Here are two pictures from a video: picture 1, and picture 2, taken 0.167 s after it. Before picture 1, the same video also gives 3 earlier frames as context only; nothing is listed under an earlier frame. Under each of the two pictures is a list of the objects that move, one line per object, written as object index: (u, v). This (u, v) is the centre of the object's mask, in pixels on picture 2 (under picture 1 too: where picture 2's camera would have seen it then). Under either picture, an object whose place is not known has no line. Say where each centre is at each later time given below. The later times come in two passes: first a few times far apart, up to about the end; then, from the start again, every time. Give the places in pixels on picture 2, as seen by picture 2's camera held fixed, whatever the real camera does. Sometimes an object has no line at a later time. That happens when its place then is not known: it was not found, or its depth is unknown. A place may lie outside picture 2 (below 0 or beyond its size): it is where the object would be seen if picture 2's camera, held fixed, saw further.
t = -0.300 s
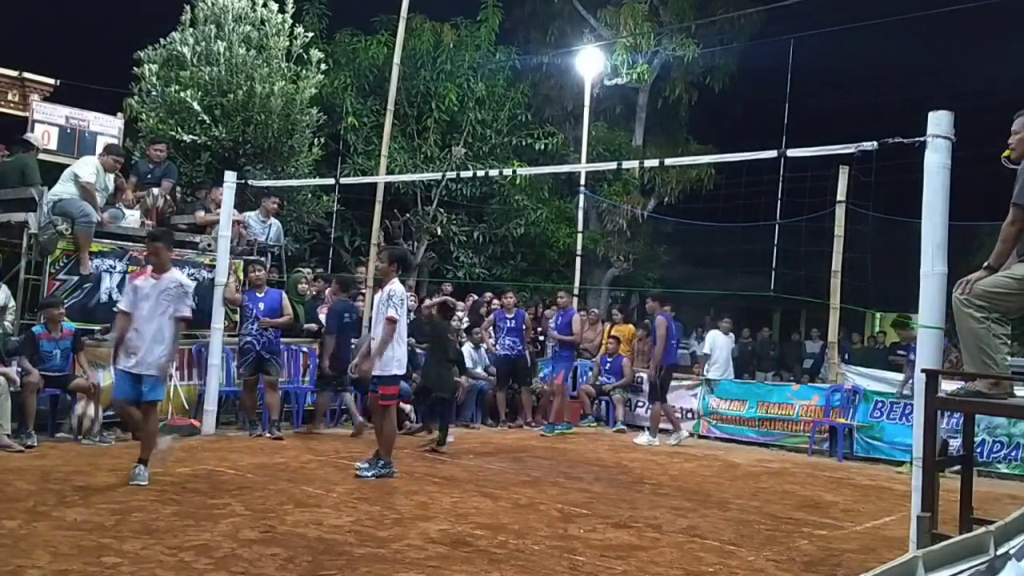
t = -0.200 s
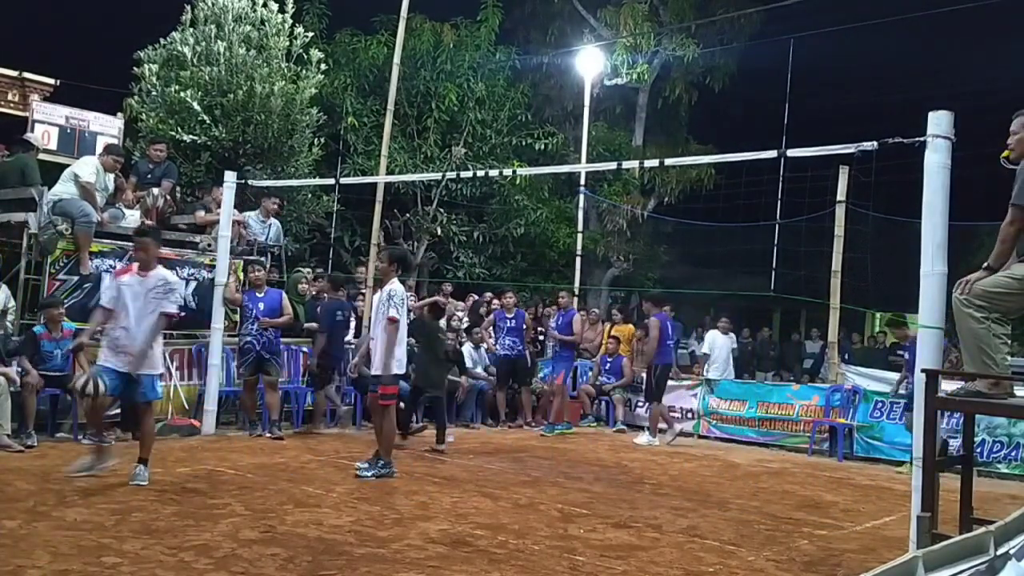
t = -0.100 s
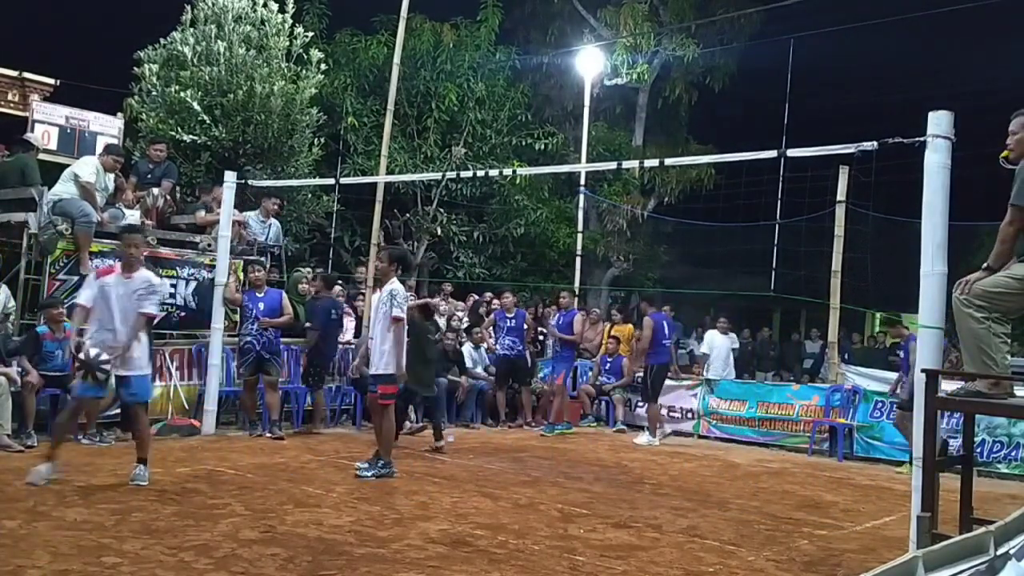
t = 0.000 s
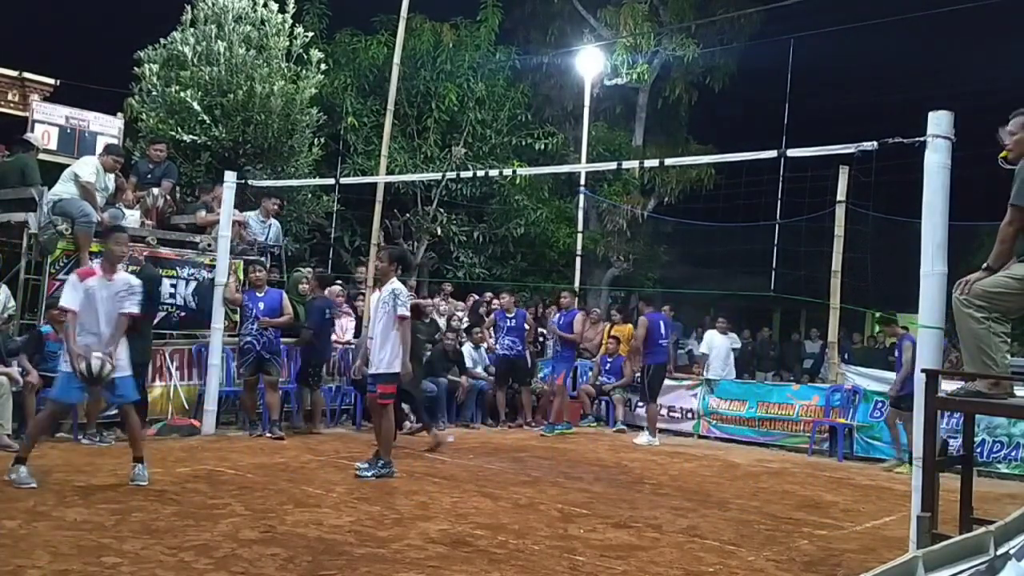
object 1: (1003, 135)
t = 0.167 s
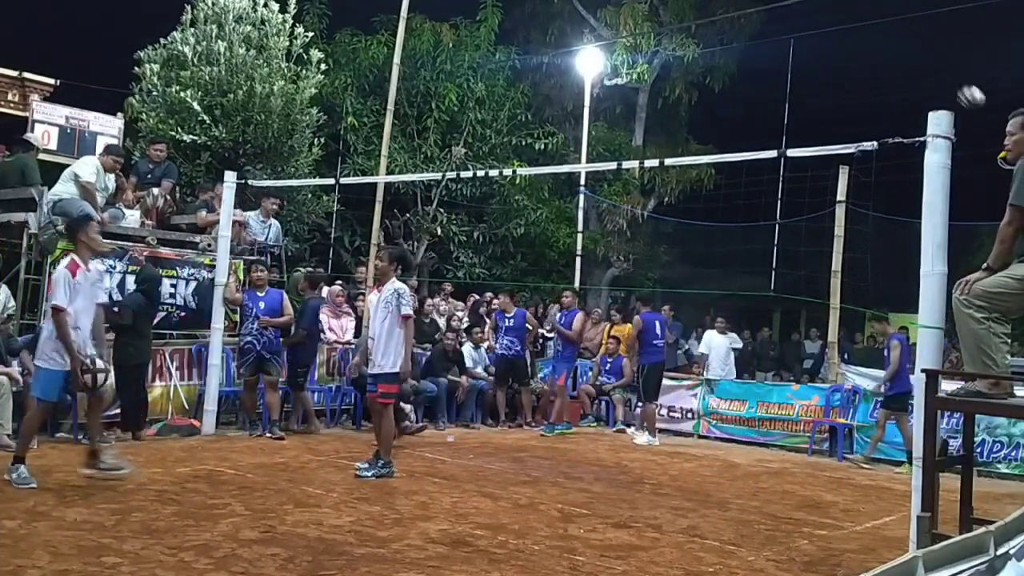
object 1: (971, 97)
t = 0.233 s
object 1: (954, 86)
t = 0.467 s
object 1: (891, 81)
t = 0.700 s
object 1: (817, 131)
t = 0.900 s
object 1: (743, 237)
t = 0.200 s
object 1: (963, 92)
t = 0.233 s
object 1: (954, 86)
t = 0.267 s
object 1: (945, 83)
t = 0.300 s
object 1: (937, 80)
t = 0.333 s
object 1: (928, 78)
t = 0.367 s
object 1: (919, 77)
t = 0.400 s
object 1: (910, 77)
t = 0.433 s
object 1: (901, 79)
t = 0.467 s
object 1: (891, 81)
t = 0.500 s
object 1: (881, 84)
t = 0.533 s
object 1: (872, 90)
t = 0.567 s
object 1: (860, 96)
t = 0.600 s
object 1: (850, 103)
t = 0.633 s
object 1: (839, 112)
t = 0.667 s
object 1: (828, 122)
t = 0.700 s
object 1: (817, 131)
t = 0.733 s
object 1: (807, 139)
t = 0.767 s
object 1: (793, 162)
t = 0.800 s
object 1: (782, 176)
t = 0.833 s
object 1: (769, 196)
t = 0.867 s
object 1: (756, 213)
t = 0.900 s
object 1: (743, 237)
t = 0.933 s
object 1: (730, 259)
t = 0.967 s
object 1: (716, 285)
